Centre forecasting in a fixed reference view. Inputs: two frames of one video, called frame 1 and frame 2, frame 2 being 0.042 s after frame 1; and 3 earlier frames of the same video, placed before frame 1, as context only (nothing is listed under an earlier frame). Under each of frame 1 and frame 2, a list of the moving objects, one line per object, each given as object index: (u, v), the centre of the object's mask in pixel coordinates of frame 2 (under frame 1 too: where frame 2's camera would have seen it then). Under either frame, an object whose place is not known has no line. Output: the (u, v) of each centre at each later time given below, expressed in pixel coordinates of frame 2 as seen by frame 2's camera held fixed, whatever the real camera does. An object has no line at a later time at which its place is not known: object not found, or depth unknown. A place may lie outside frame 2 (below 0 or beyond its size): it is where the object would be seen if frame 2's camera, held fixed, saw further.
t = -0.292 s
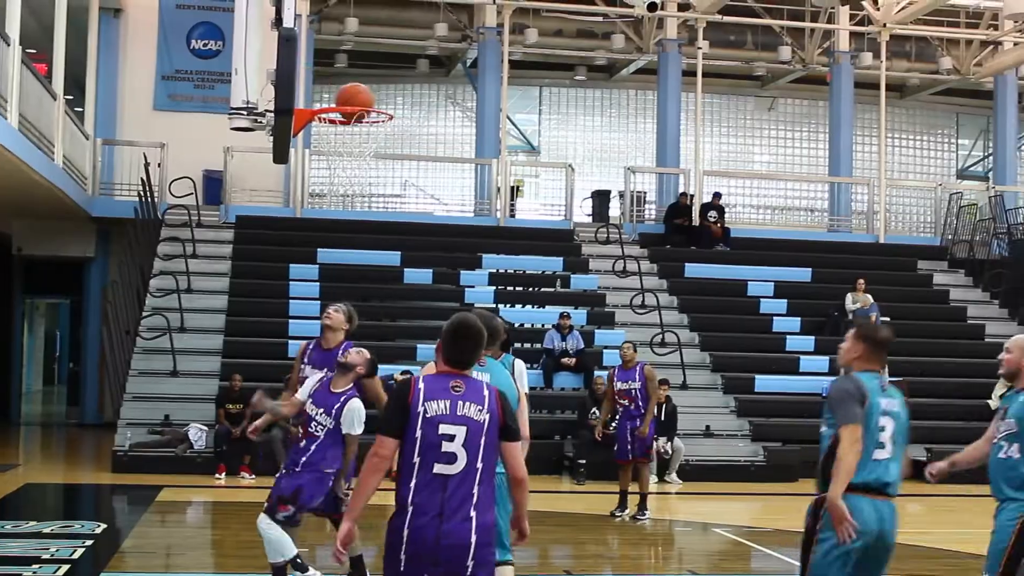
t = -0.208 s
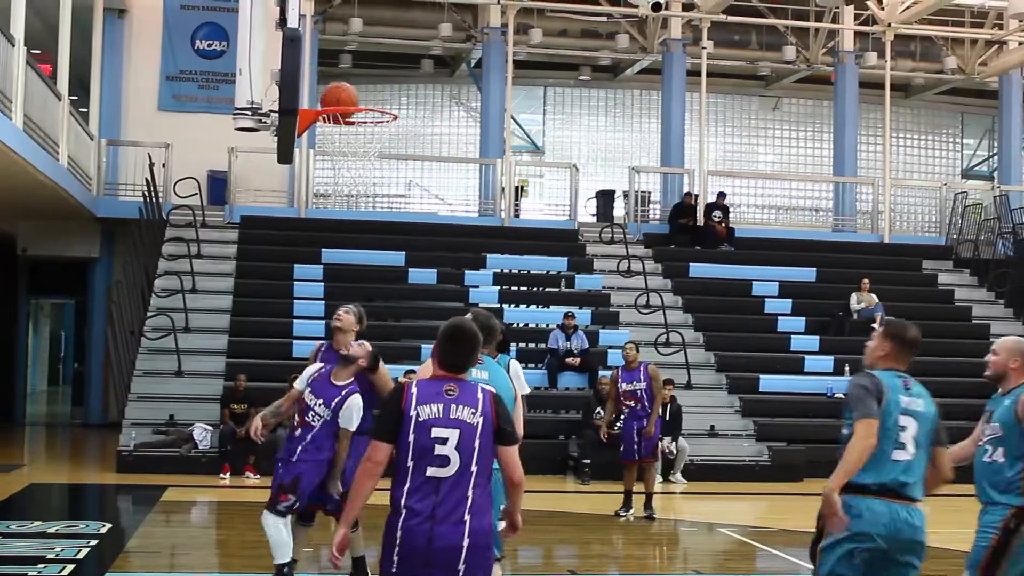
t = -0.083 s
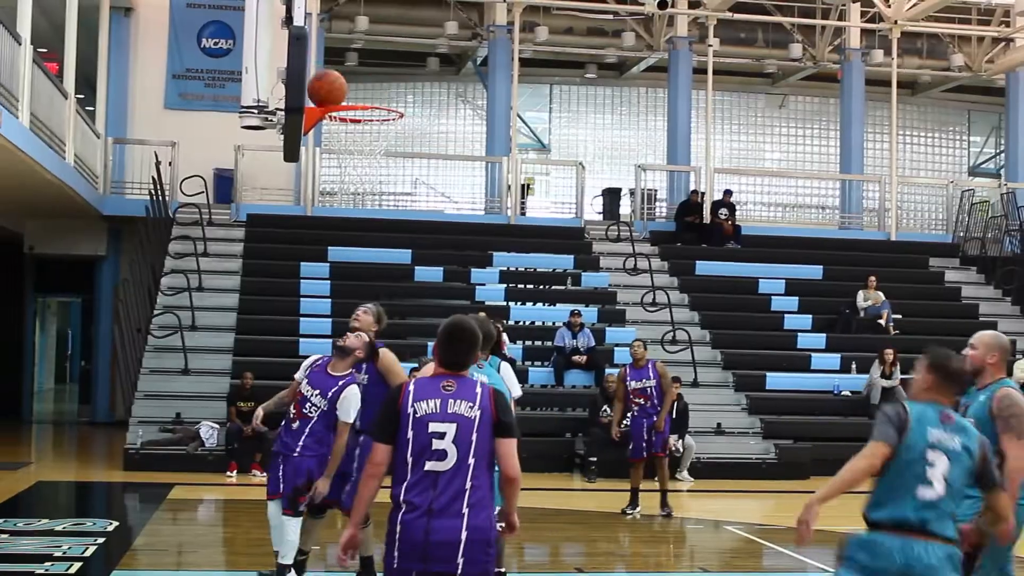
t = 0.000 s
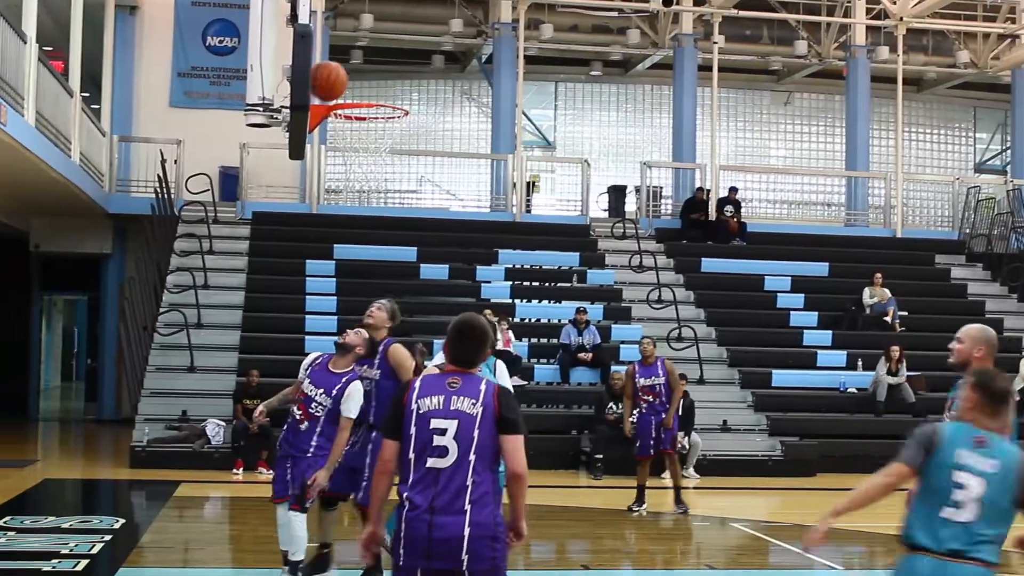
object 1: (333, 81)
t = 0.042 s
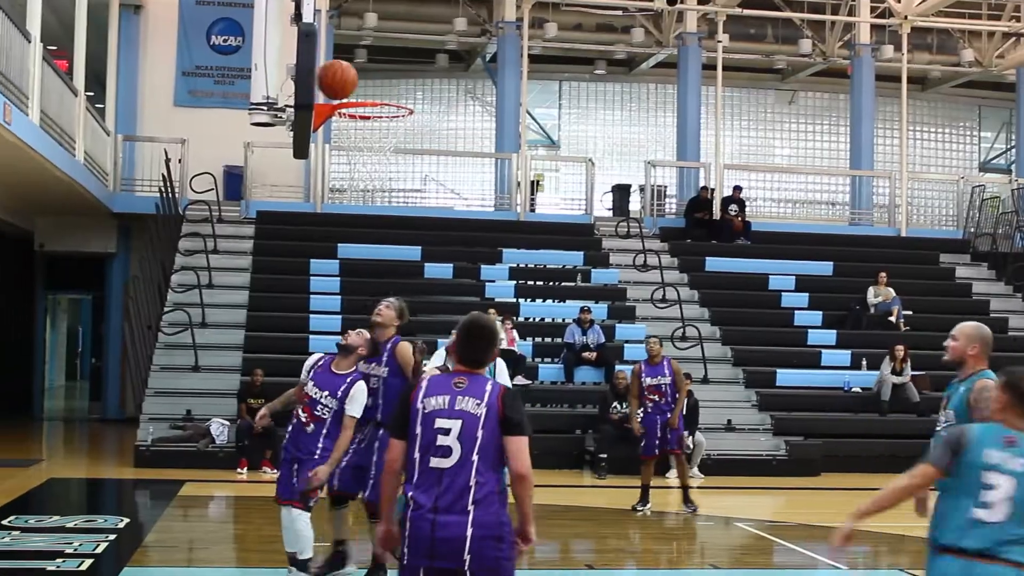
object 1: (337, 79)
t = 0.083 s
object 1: (341, 83)
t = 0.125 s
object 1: (343, 81)
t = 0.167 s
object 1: (345, 79)
